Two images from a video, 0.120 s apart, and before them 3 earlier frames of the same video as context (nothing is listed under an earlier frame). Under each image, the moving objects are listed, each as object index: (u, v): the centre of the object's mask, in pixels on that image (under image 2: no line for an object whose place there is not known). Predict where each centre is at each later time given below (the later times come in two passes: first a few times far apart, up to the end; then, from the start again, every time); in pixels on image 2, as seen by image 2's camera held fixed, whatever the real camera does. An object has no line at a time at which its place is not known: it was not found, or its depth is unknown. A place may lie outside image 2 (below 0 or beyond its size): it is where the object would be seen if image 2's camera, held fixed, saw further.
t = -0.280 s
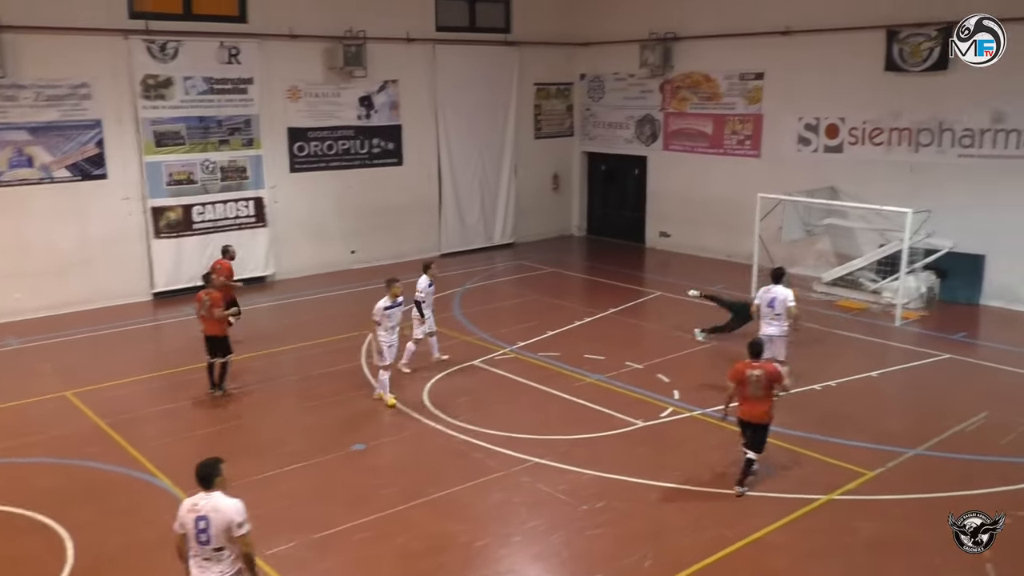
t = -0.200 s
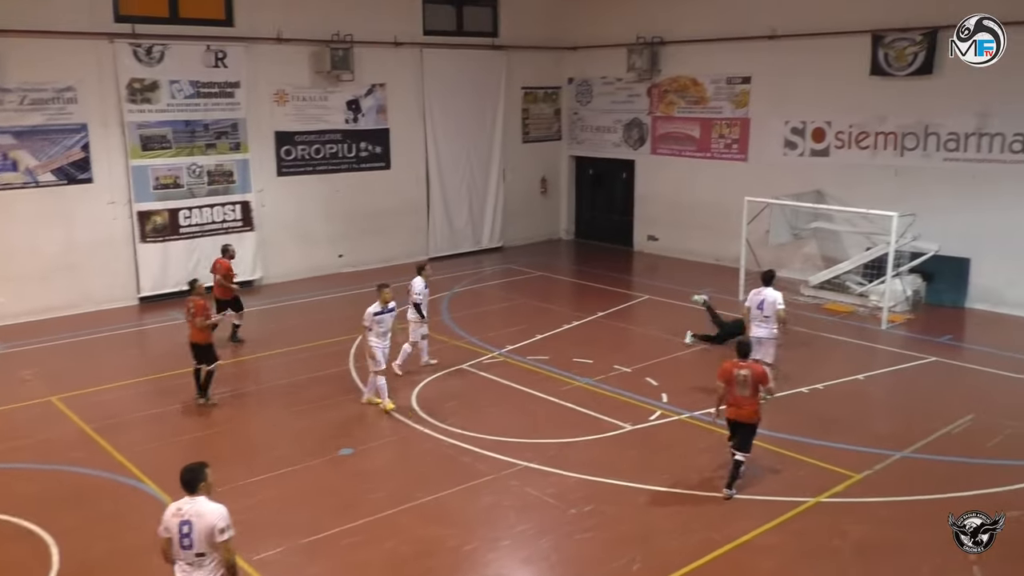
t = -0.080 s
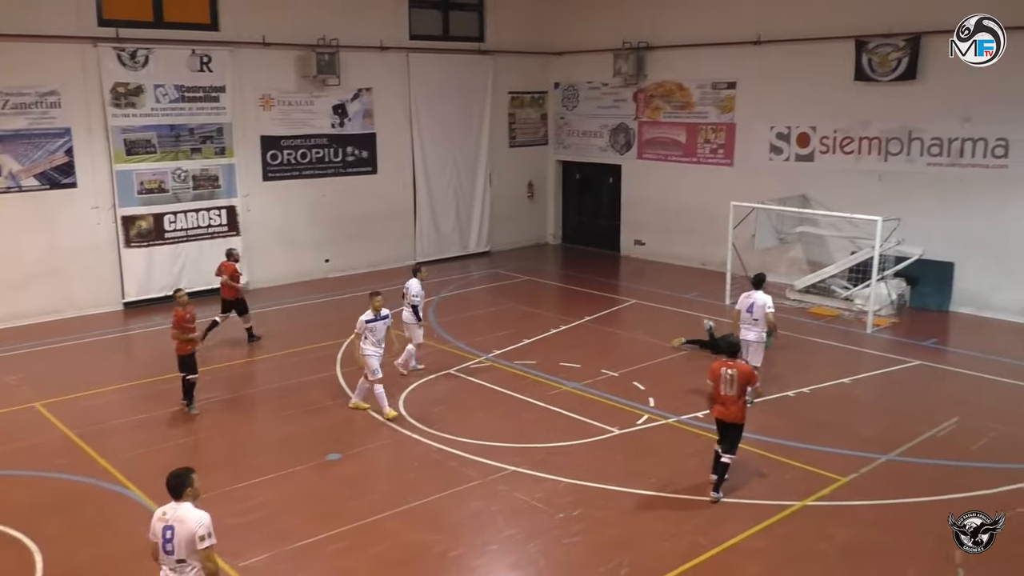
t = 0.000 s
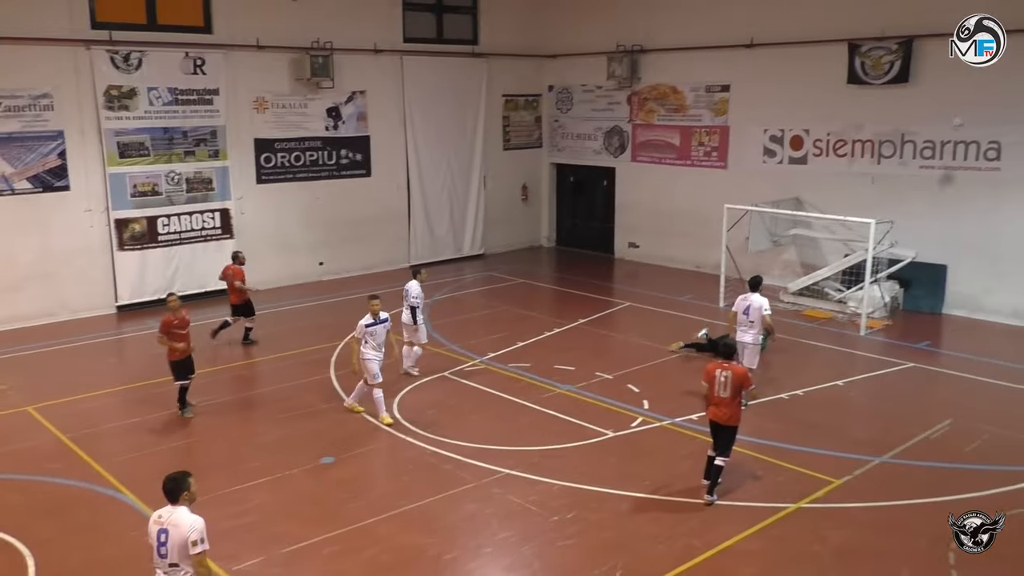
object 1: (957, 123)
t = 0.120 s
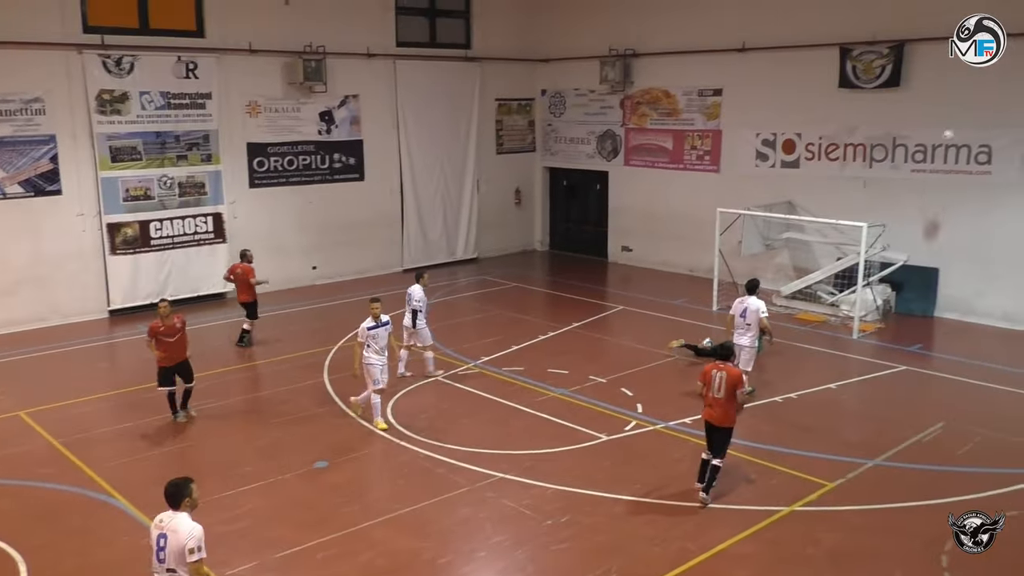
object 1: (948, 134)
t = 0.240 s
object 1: (947, 155)
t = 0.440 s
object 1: (942, 210)
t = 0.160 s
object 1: (947, 140)
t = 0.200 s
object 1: (947, 146)
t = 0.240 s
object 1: (947, 155)
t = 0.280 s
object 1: (947, 163)
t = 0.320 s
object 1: (946, 172)
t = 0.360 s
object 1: (945, 184)
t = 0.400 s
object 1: (944, 196)
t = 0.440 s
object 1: (942, 210)
